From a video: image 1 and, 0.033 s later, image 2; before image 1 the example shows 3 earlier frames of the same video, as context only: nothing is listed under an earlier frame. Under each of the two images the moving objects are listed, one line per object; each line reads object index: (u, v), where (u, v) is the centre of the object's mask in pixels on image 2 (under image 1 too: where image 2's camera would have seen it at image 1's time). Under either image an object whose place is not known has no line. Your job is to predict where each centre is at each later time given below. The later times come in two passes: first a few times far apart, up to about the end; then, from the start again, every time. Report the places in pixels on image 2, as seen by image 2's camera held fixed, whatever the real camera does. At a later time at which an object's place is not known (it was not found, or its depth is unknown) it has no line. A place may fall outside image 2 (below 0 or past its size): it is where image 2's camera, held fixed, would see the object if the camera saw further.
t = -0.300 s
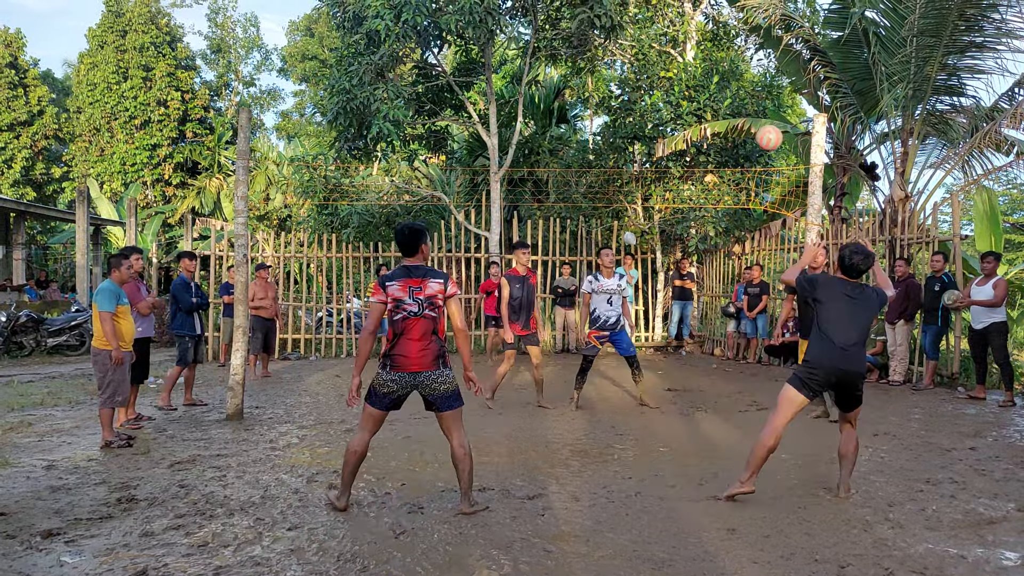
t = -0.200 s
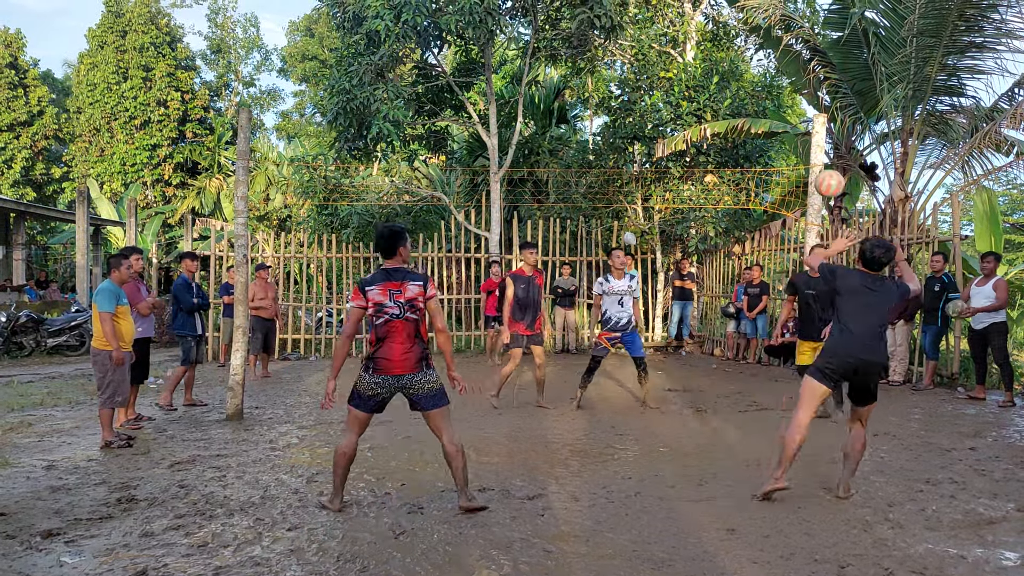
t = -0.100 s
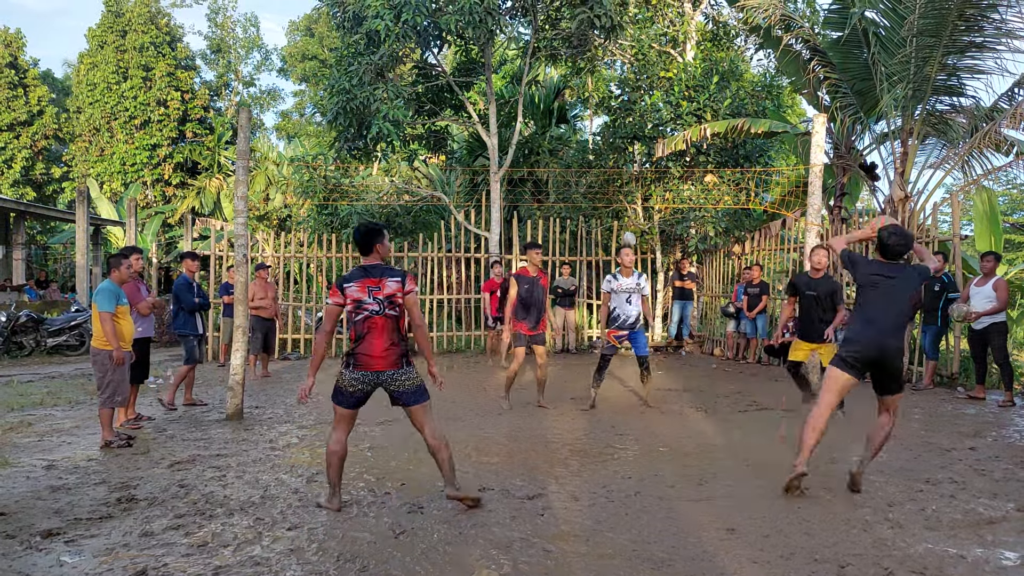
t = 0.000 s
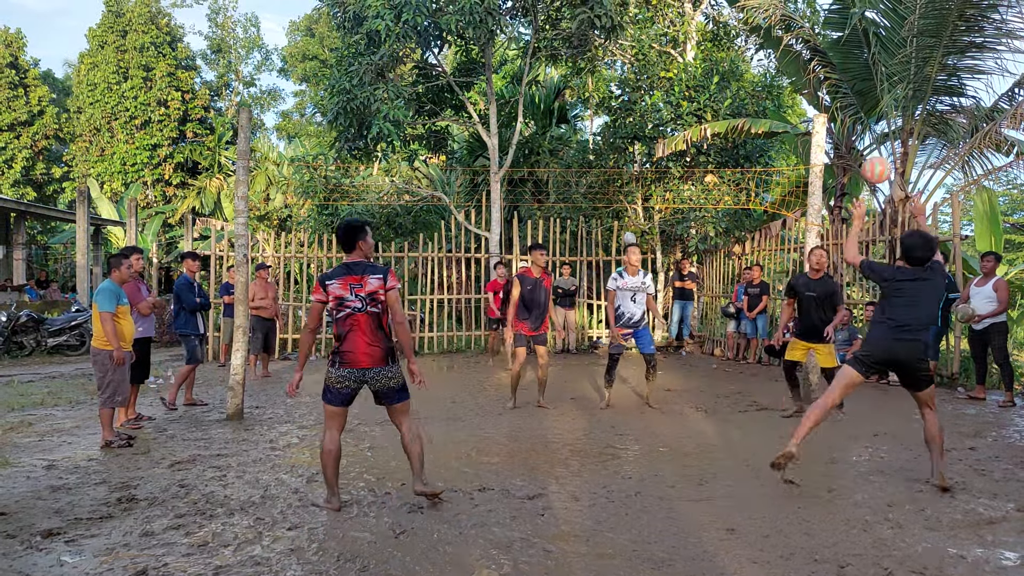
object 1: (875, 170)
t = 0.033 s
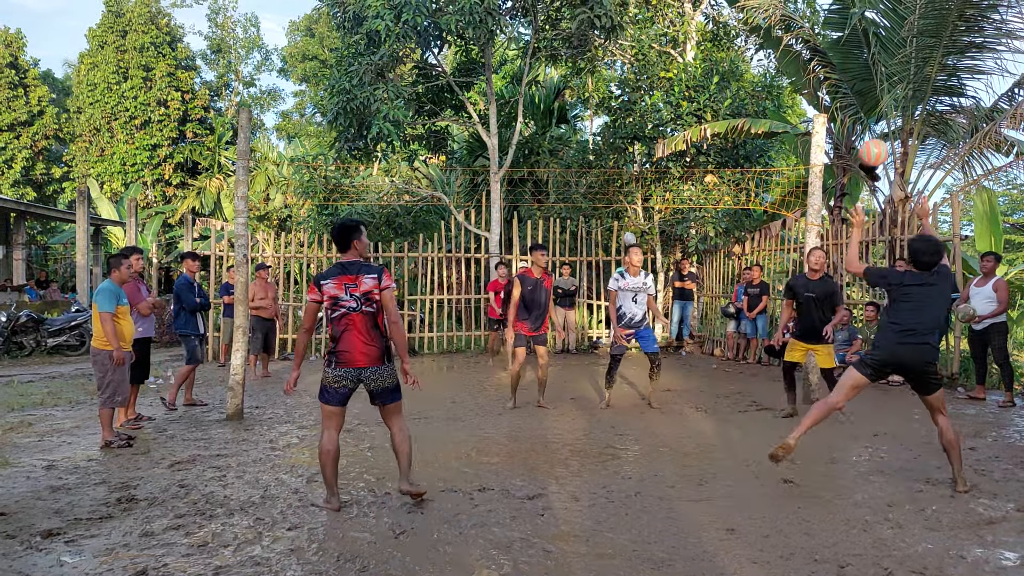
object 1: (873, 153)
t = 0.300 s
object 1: (854, 76)
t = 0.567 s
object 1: (837, 93)
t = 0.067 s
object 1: (870, 137)
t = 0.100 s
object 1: (868, 124)
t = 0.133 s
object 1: (866, 112)
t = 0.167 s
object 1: (863, 101)
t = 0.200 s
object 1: (861, 92)
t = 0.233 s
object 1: (858, 85)
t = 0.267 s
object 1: (856, 80)
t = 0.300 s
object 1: (854, 76)
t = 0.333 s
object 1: (851, 73)
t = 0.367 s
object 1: (849, 72)
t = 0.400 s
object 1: (847, 73)
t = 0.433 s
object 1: (845, 74)
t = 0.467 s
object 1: (843, 77)
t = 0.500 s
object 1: (841, 82)
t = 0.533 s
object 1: (839, 87)
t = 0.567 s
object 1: (837, 93)
